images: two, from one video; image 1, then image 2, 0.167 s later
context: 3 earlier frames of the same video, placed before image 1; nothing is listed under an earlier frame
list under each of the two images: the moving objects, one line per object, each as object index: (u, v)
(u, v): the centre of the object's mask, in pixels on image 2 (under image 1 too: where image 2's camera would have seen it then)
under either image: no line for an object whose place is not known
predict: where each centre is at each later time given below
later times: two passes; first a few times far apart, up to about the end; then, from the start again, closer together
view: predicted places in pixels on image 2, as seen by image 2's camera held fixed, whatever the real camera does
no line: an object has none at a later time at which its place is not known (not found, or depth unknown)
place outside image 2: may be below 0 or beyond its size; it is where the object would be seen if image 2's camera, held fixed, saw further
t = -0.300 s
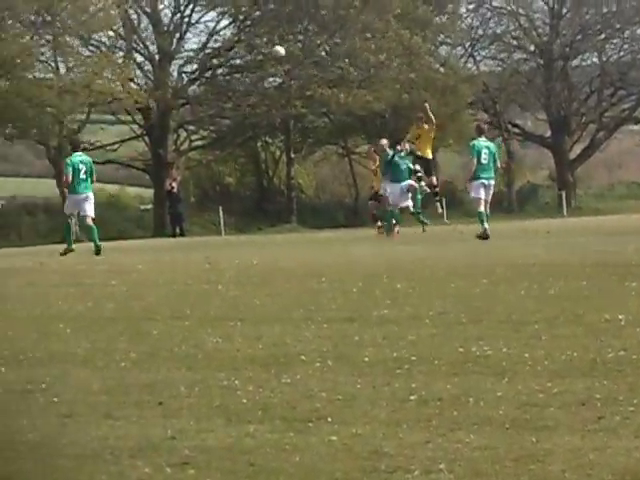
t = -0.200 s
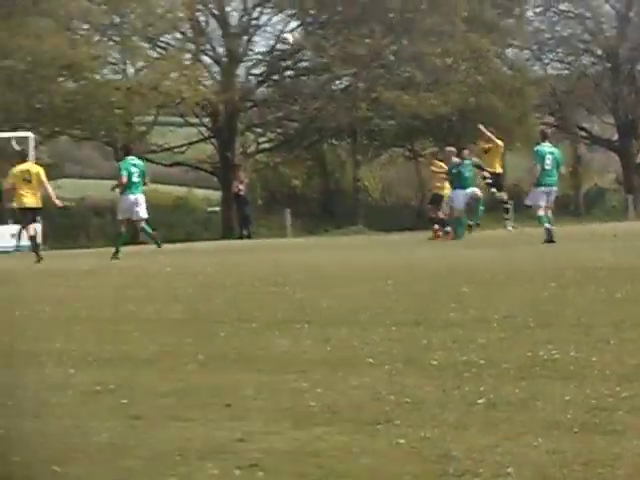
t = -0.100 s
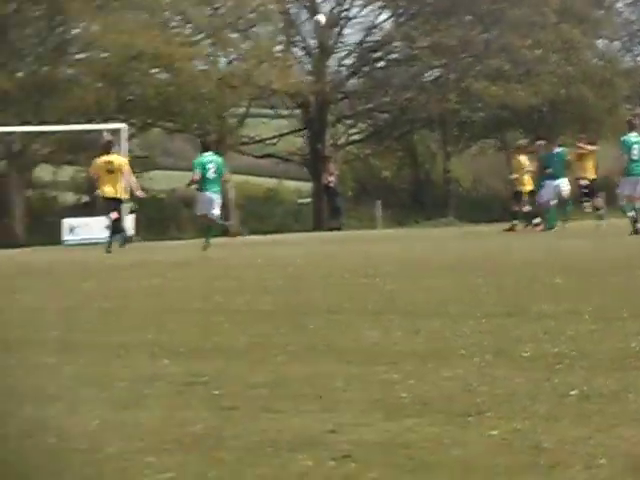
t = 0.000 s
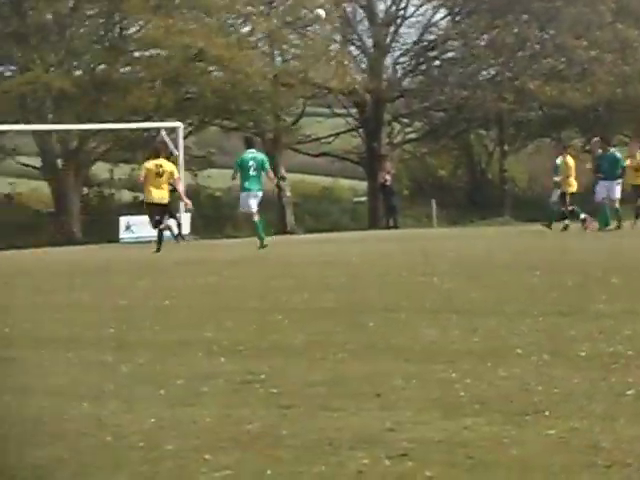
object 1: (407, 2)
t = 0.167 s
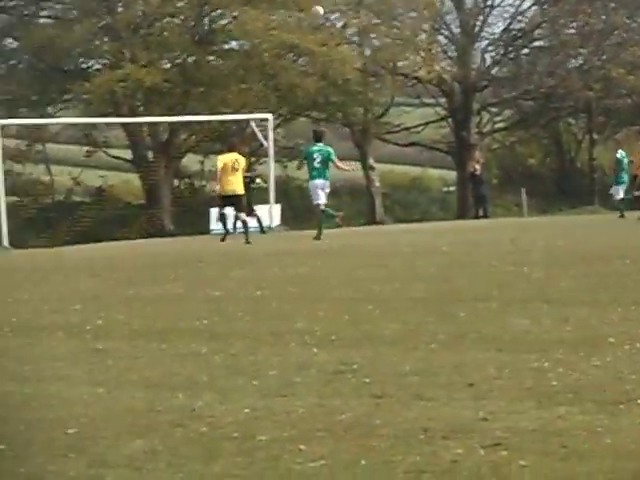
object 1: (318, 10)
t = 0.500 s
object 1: (161, 66)
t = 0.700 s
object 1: (76, 126)
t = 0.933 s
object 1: (-21, 218)
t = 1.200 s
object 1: (-101, 201)
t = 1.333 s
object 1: (-136, 177)
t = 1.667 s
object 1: (-215, 158)
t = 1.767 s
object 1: (-237, 165)
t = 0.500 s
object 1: (161, 66)
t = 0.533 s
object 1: (146, 76)
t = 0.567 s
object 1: (131, 84)
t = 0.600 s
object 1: (117, 94)
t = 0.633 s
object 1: (102, 105)
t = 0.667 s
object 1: (88, 113)
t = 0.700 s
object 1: (76, 126)
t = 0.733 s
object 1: (60, 137)
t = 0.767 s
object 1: (47, 148)
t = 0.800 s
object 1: (33, 161)
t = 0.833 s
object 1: (18, 175)
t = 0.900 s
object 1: (-8, 203)
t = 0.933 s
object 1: (-21, 218)
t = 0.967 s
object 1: (-34, 233)
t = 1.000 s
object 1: (-46, 247)
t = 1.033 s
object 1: (-56, 245)
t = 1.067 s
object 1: (-66, 236)
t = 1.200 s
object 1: (-101, 201)
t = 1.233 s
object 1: (-111, 194)
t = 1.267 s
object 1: (-118, 188)
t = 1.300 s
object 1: (-127, 181)
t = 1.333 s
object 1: (-136, 177)
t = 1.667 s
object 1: (-215, 158)
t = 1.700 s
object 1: (-224, 161)
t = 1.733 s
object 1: (-230, 162)
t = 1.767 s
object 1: (-237, 165)
